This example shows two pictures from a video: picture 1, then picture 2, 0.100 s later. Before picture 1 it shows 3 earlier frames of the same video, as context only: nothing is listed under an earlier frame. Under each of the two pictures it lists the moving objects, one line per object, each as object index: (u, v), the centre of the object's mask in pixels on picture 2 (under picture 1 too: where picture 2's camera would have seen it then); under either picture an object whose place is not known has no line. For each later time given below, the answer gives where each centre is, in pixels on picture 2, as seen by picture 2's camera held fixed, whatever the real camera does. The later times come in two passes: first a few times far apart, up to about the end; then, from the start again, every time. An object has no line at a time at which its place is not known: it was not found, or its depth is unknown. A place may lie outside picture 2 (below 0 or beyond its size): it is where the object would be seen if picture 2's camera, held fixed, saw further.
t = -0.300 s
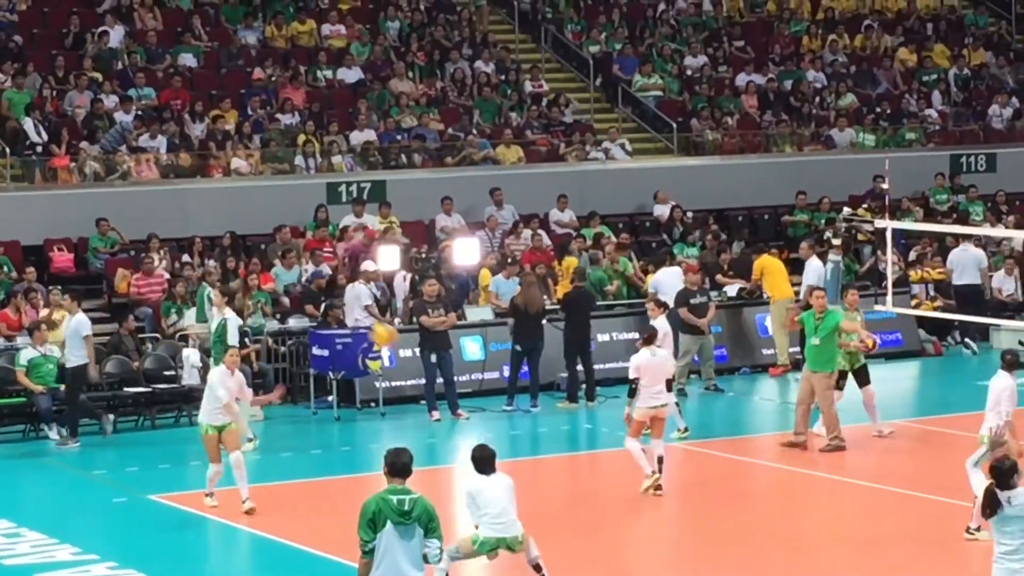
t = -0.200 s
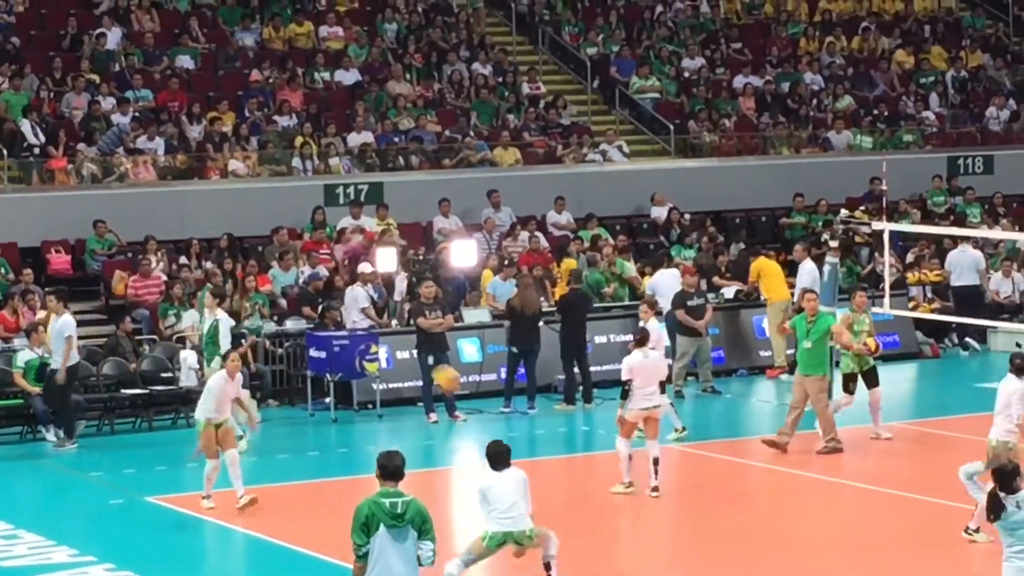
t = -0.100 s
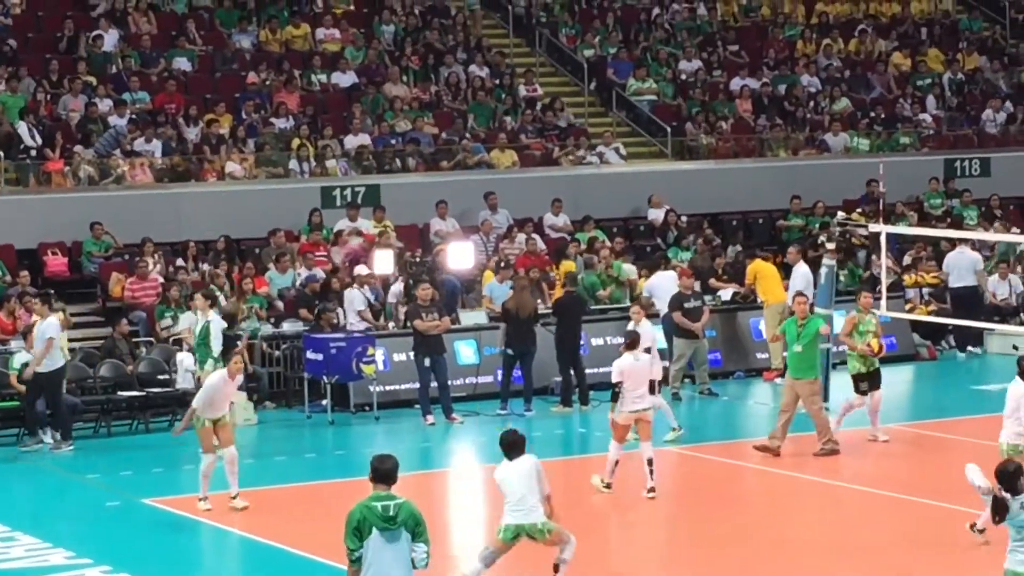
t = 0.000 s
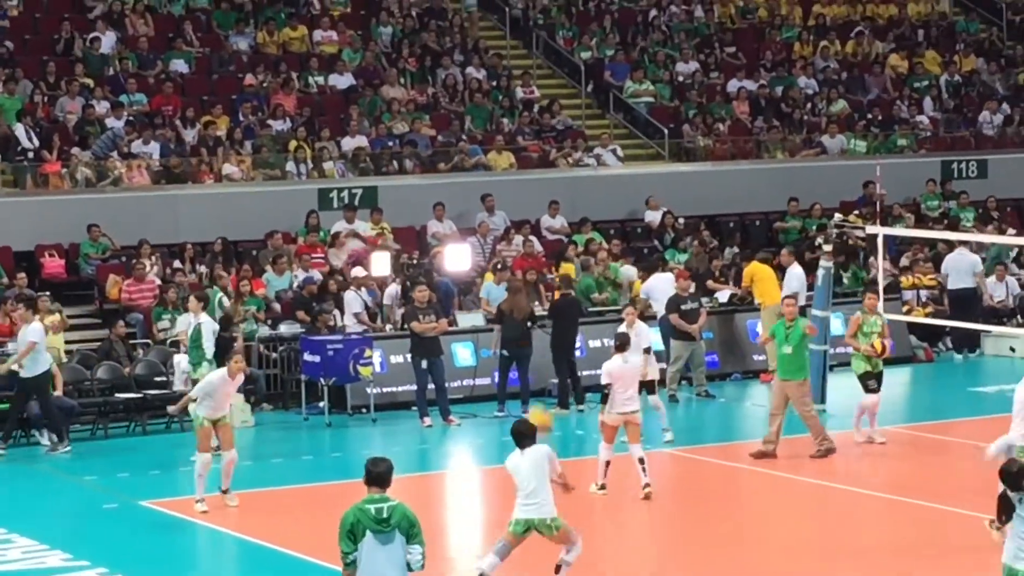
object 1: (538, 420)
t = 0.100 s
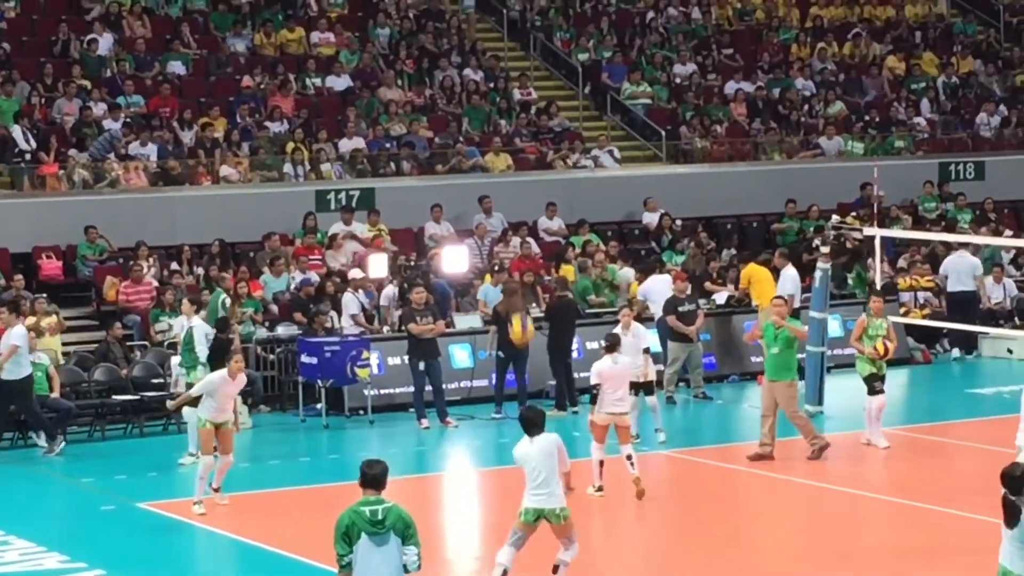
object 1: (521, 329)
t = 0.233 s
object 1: (502, 226)
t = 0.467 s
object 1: (472, 109)
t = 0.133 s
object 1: (517, 302)
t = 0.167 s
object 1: (511, 275)
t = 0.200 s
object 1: (505, 248)
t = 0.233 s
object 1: (502, 226)
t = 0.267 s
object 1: (497, 203)
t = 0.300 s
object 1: (494, 185)
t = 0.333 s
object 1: (488, 166)
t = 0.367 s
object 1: (482, 147)
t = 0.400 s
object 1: (479, 134)
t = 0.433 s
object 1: (475, 121)
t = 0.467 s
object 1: (472, 109)
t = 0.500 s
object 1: (468, 97)
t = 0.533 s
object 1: (464, 87)
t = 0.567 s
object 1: (461, 79)
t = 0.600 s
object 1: (457, 71)
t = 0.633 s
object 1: (455, 66)
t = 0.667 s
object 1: (450, 60)
